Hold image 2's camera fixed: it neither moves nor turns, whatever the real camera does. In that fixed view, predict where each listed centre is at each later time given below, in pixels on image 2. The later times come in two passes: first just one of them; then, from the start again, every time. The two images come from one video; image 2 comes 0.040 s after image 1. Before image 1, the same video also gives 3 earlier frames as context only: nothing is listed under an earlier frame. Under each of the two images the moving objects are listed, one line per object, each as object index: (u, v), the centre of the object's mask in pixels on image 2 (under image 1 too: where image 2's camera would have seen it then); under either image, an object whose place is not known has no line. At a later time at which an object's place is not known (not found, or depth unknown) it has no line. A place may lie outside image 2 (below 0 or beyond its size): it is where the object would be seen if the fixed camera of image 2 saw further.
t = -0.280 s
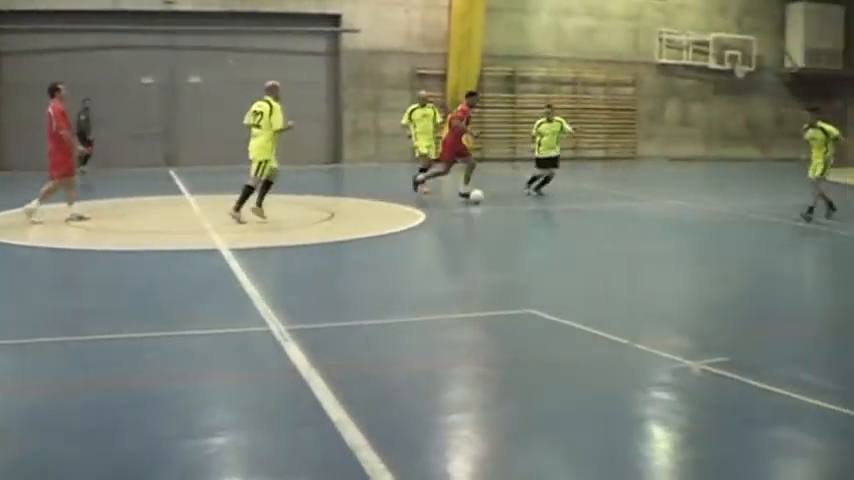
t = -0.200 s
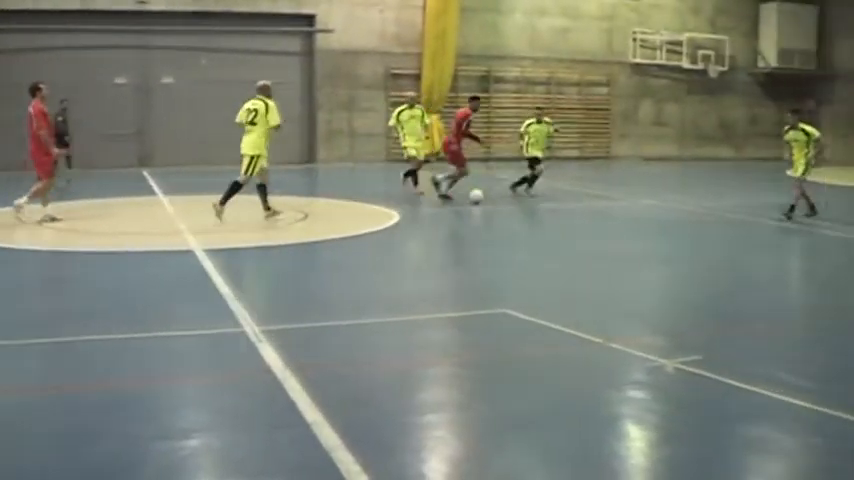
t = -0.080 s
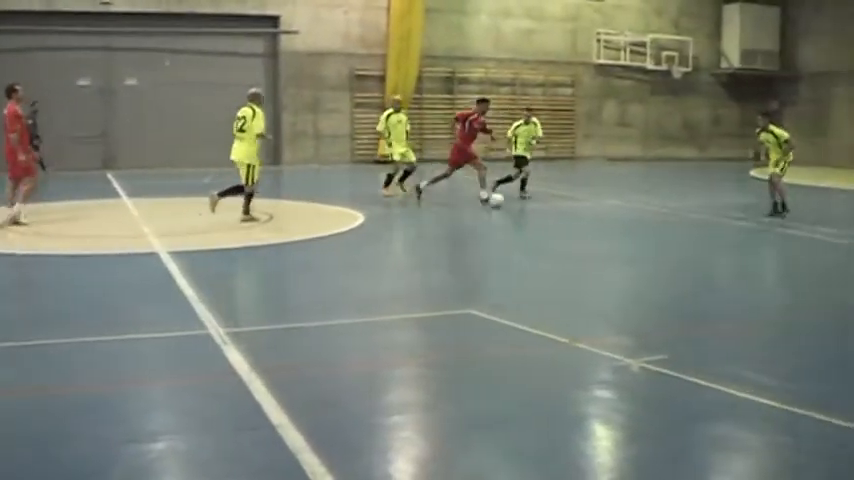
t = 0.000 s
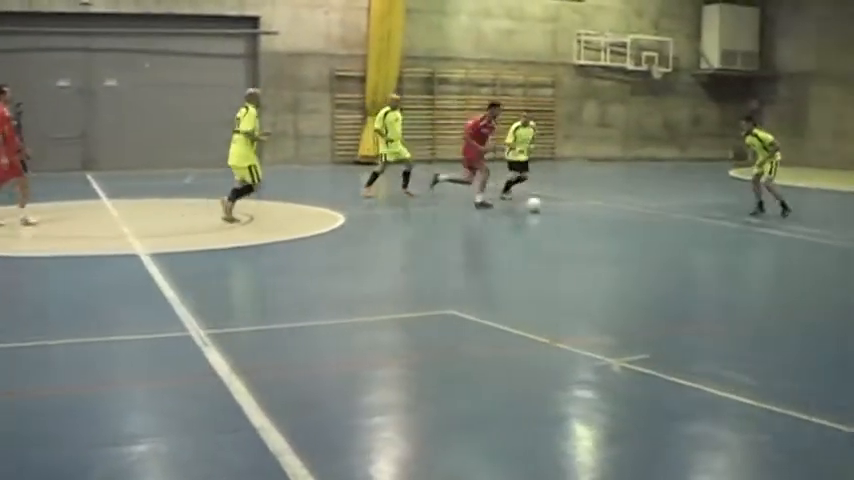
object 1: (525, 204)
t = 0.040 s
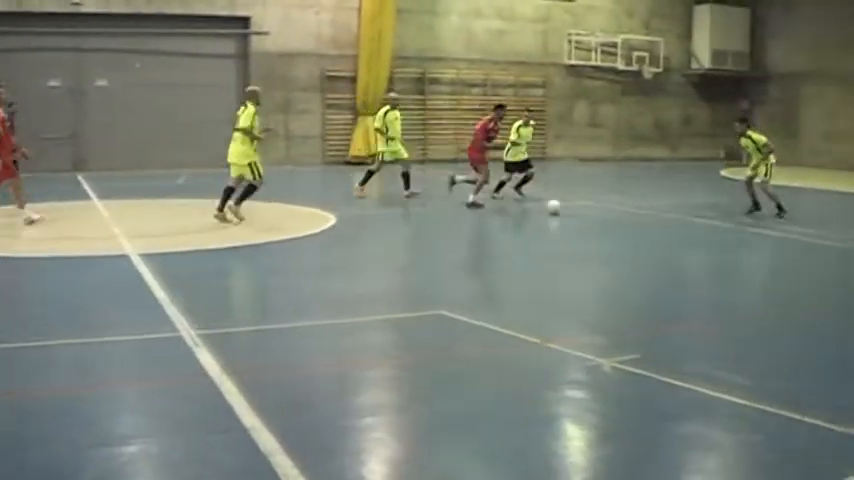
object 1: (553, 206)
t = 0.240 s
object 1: (698, 217)
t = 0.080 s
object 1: (582, 208)
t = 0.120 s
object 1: (611, 210)
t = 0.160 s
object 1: (640, 212)
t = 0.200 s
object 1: (669, 214)
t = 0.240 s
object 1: (698, 217)
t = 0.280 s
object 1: (727, 219)
